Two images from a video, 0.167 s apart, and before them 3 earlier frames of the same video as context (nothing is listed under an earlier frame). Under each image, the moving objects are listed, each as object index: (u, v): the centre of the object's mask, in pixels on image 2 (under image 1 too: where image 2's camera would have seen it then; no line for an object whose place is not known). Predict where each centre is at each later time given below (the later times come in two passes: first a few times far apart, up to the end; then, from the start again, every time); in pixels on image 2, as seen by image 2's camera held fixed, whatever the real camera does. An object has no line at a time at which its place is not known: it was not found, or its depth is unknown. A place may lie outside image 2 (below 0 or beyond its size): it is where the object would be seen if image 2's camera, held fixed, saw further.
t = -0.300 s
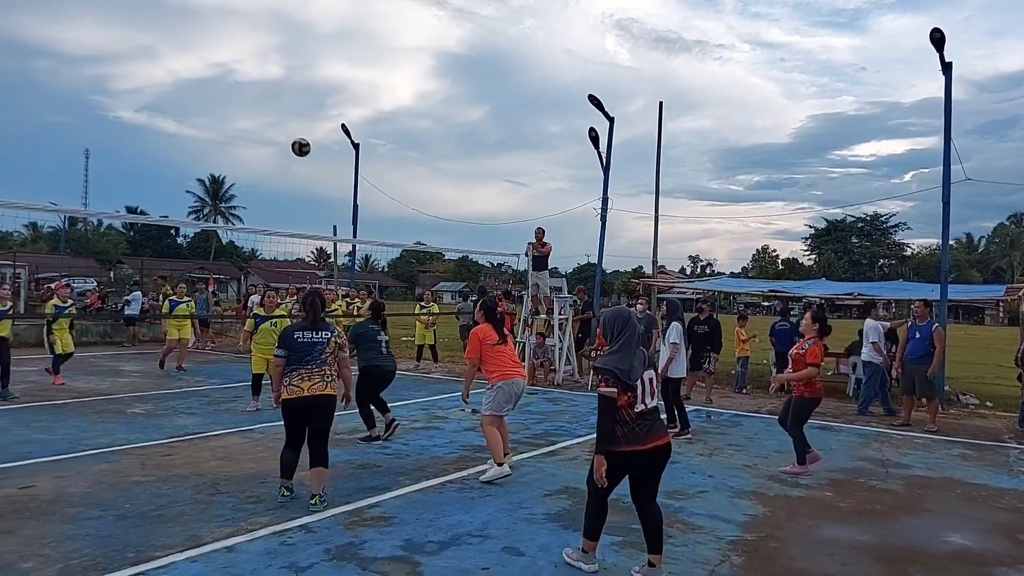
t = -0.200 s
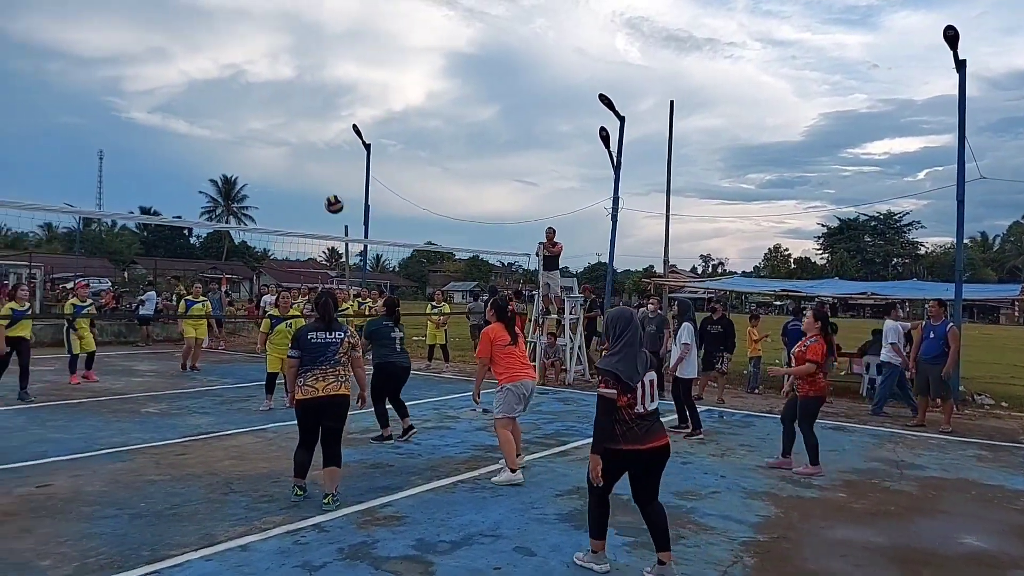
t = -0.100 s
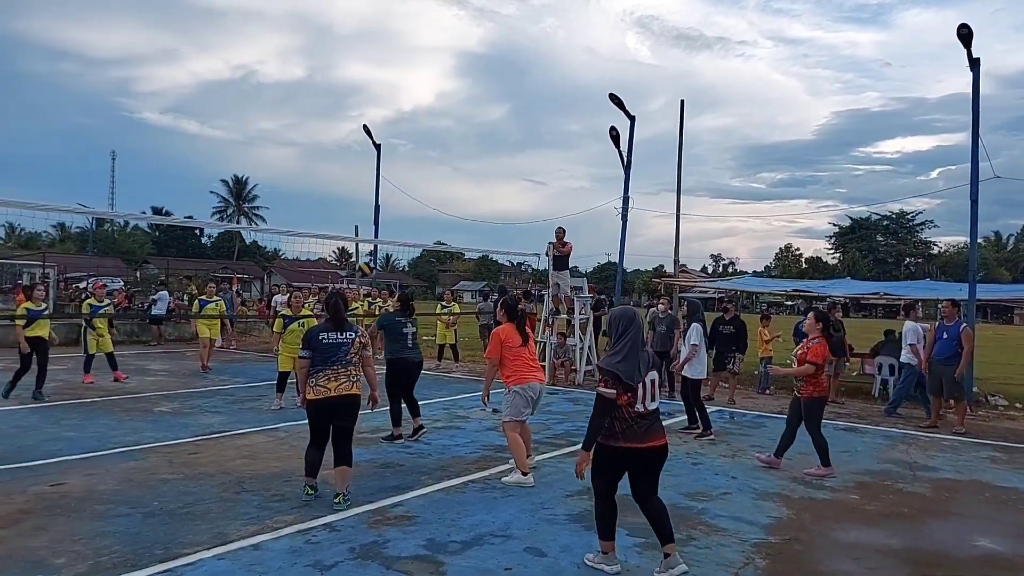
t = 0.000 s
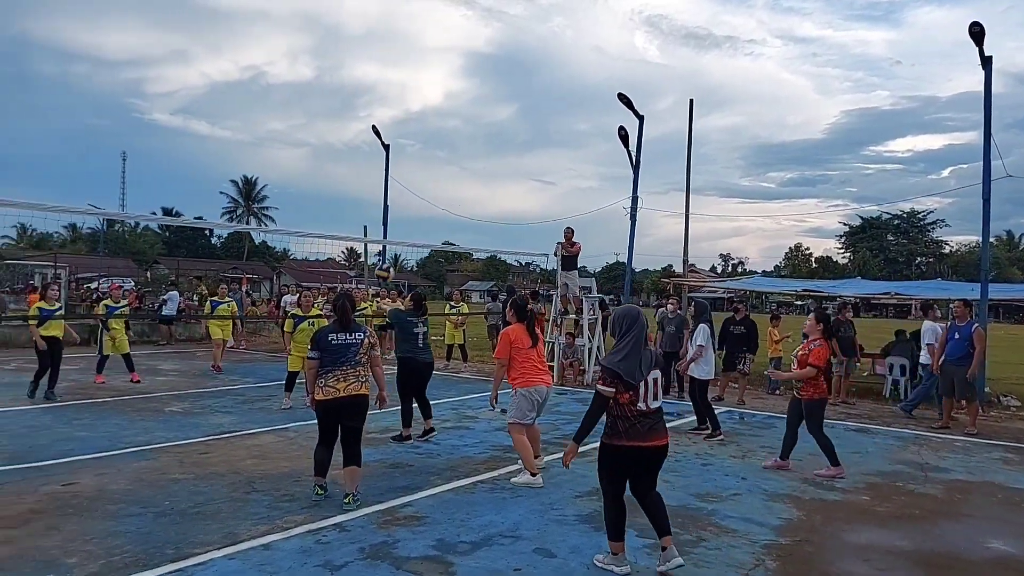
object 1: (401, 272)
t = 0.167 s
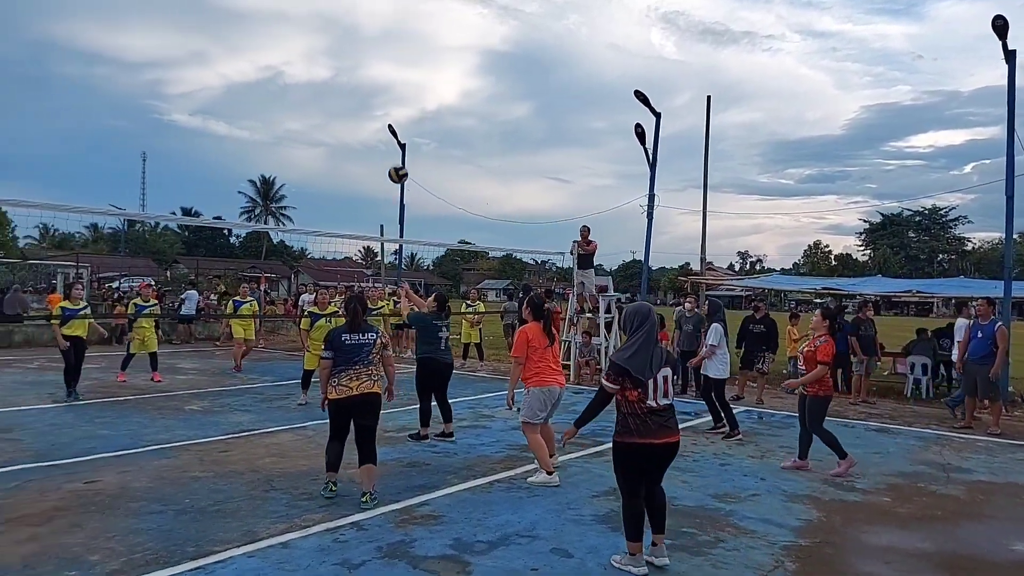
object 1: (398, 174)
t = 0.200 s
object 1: (397, 157)
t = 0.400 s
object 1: (392, 71)
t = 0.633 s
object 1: (386, 15)
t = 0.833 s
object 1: (379, 10)
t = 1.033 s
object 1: (371, 49)
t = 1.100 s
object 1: (367, 72)
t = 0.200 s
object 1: (397, 157)
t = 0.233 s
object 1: (396, 141)
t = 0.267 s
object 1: (395, 125)
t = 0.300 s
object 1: (394, 110)
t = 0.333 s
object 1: (393, 96)
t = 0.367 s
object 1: (392, 83)
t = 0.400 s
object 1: (392, 71)
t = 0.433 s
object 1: (391, 60)
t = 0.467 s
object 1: (390, 50)
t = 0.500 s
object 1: (390, 41)
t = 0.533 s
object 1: (388, 33)
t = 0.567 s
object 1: (388, 26)
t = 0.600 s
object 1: (387, 20)
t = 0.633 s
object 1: (386, 15)
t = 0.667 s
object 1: (385, 11)
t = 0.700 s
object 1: (384, 9)
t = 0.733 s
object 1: (383, 7)
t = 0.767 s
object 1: (382, 7)
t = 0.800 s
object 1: (380, 7)
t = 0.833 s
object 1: (379, 10)
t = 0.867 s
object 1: (378, 13)
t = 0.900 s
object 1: (377, 17)
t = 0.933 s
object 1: (375, 24)
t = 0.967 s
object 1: (374, 31)
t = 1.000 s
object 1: (372, 39)
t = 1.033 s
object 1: (371, 49)
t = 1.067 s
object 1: (369, 60)
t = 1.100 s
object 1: (367, 72)
